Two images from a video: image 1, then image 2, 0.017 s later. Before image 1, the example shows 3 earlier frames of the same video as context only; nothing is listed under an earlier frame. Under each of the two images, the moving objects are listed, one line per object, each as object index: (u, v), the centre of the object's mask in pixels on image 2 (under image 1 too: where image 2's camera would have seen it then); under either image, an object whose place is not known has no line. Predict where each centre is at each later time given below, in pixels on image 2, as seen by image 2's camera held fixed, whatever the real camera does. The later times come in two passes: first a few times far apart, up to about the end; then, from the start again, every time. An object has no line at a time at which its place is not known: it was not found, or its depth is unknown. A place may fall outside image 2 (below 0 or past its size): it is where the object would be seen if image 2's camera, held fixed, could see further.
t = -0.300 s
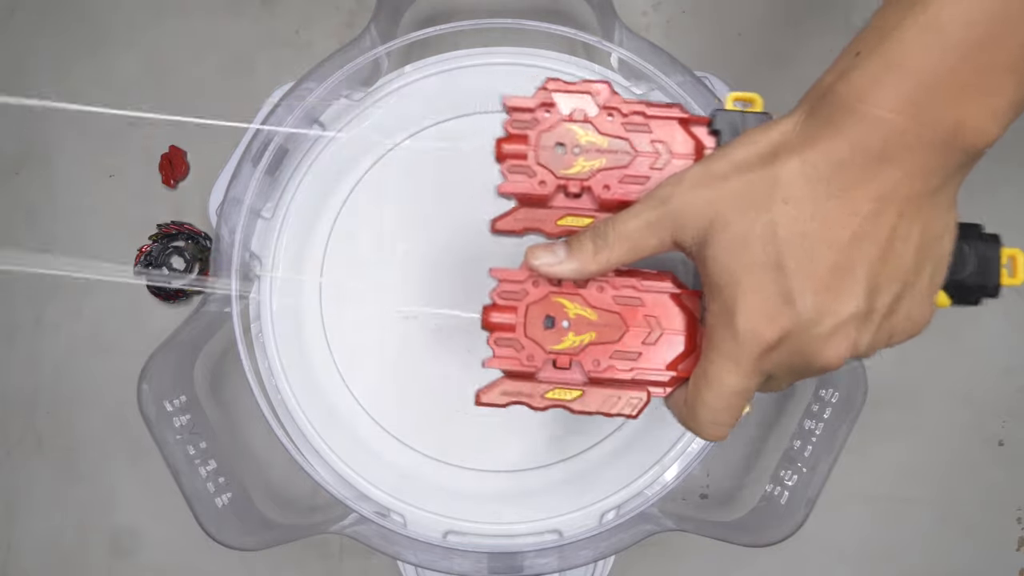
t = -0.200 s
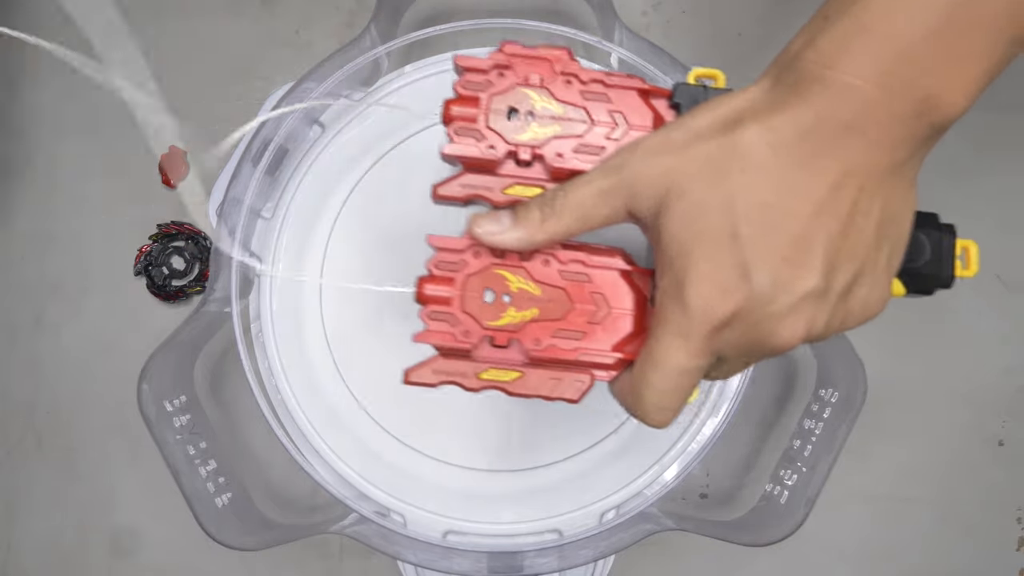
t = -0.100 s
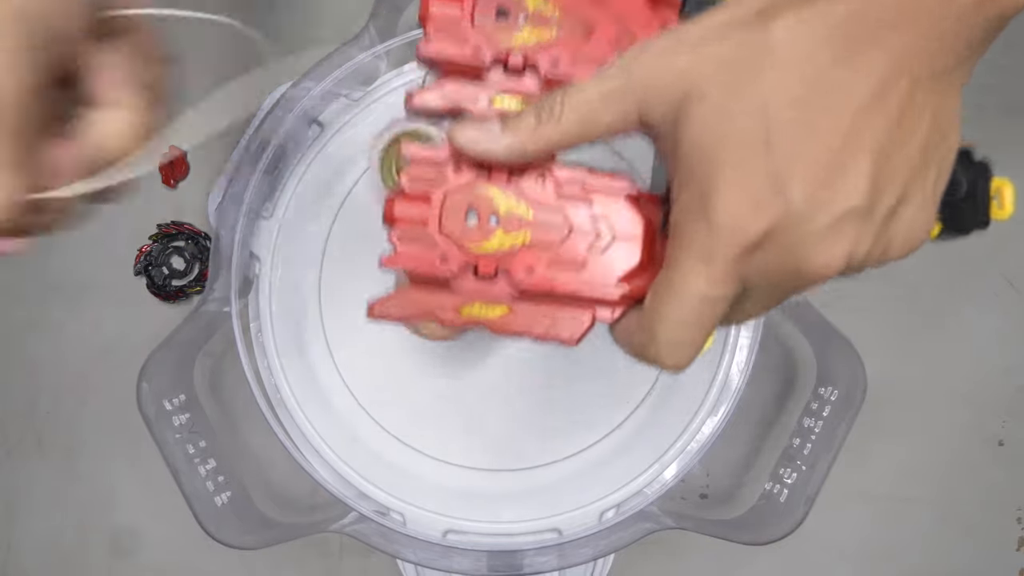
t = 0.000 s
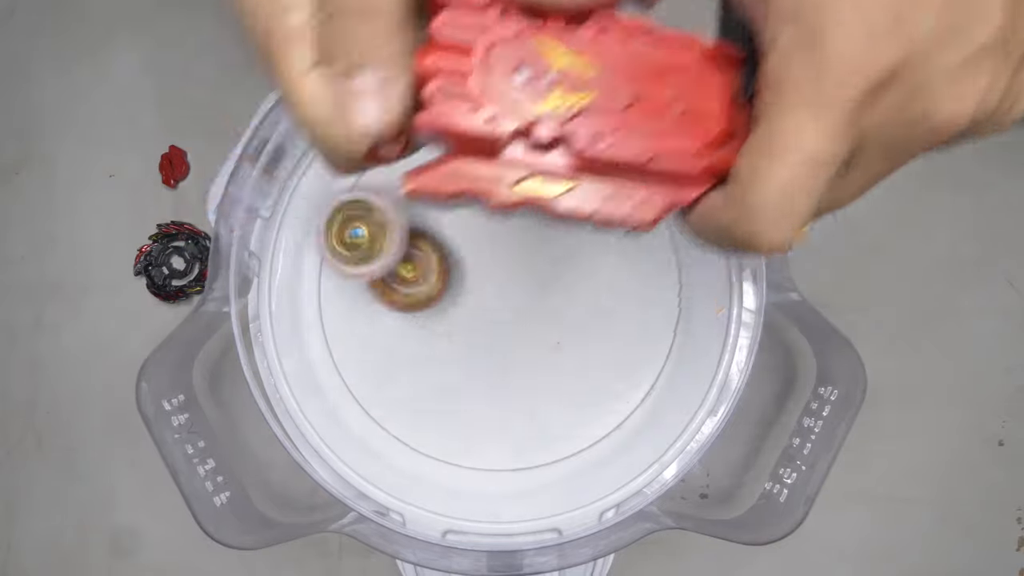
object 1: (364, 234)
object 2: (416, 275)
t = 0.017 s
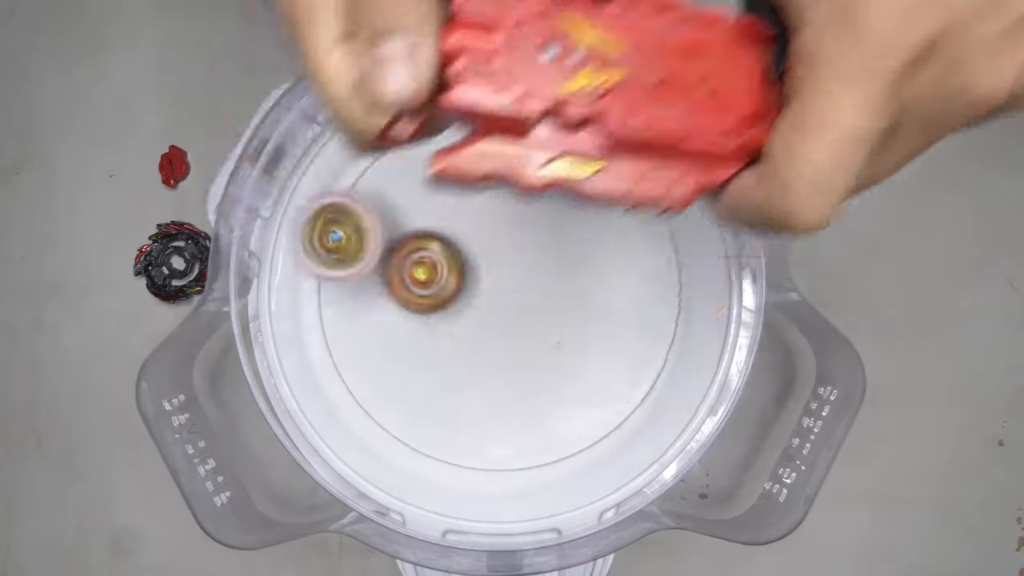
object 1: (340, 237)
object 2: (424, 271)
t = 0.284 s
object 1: (373, 304)
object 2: (603, 294)
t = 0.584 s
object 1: (474, 392)
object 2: (621, 249)
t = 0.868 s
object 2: (530, 257)
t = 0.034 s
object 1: (319, 240)
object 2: (439, 273)
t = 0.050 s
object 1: (304, 247)
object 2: (454, 275)
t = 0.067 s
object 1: (289, 249)
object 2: (470, 276)
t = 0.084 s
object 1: (286, 250)
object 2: (487, 277)
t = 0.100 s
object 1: (285, 252)
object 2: (502, 278)
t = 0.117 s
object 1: (286, 256)
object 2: (516, 279)
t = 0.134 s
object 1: (289, 262)
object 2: (529, 280)
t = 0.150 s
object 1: (294, 267)
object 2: (541, 281)
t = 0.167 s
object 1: (300, 273)
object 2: (553, 282)
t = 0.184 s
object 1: (307, 279)
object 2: (563, 283)
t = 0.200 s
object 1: (317, 286)
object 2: (572, 285)
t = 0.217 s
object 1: (327, 292)
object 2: (581, 286)
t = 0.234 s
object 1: (338, 298)
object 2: (588, 287)
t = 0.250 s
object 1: (349, 300)
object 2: (594, 289)
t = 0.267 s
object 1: (361, 302)
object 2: (599, 291)
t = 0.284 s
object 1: (373, 304)
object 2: (603, 294)
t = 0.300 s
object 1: (389, 307)
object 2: (606, 296)
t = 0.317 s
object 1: (406, 310)
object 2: (607, 300)
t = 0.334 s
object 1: (421, 313)
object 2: (607, 303)
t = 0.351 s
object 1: (436, 315)
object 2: (605, 306)
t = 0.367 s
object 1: (451, 315)
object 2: (603, 310)
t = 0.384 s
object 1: (466, 315)
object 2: (599, 314)
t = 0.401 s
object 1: (480, 316)
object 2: (594, 318)
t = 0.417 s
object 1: (496, 315)
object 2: (588, 322)
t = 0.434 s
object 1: (507, 319)
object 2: (587, 323)
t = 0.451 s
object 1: (504, 327)
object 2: (593, 314)
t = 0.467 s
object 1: (500, 338)
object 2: (601, 304)
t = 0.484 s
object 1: (496, 349)
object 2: (608, 294)
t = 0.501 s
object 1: (494, 359)
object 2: (613, 285)
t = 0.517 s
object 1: (492, 367)
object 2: (617, 277)
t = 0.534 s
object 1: (490, 376)
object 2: (621, 269)
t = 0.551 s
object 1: (485, 383)
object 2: (622, 261)
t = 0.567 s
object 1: (479, 387)
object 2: (622, 254)
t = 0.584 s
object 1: (474, 392)
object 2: (621, 249)
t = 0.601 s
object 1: (469, 396)
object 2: (620, 243)
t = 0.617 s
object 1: (465, 400)
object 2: (618, 238)
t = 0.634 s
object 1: (461, 403)
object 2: (614, 234)
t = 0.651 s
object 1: (457, 405)
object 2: (610, 231)
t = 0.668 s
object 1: (451, 406)
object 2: (606, 230)
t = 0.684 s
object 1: (446, 405)
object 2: (601, 228)
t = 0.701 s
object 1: (442, 403)
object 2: (595, 228)
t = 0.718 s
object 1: (439, 401)
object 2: (589, 229)
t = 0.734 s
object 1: (435, 399)
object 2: (583, 231)
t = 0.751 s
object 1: (431, 395)
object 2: (578, 233)
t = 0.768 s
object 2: (571, 235)
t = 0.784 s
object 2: (565, 239)
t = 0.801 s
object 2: (558, 243)
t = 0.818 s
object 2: (552, 246)
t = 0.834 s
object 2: (544, 250)
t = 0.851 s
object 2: (537, 254)
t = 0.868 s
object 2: (530, 257)
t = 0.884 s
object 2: (523, 260)
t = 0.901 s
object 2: (516, 262)
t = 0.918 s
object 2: (508, 263)
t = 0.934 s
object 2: (501, 265)
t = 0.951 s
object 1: (404, 303)
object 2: (494, 266)
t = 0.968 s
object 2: (487, 266)
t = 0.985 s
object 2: (489, 260)
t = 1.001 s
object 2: (505, 244)
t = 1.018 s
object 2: (522, 228)
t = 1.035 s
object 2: (539, 214)
